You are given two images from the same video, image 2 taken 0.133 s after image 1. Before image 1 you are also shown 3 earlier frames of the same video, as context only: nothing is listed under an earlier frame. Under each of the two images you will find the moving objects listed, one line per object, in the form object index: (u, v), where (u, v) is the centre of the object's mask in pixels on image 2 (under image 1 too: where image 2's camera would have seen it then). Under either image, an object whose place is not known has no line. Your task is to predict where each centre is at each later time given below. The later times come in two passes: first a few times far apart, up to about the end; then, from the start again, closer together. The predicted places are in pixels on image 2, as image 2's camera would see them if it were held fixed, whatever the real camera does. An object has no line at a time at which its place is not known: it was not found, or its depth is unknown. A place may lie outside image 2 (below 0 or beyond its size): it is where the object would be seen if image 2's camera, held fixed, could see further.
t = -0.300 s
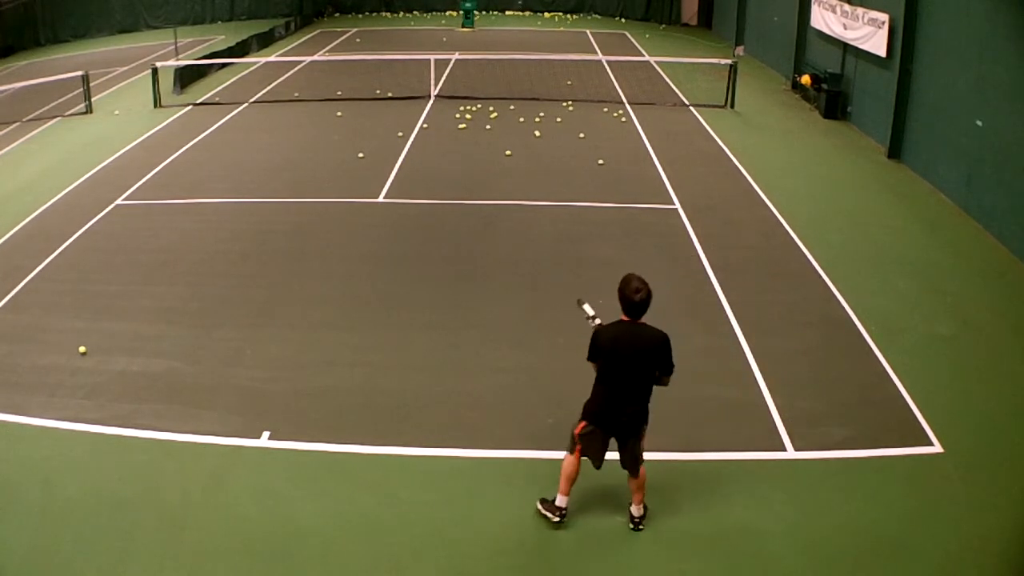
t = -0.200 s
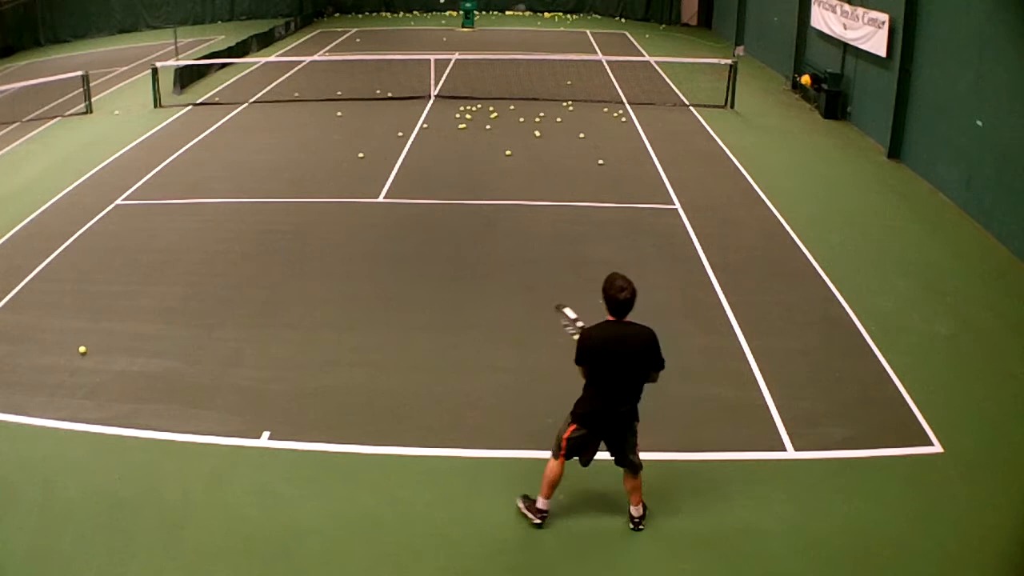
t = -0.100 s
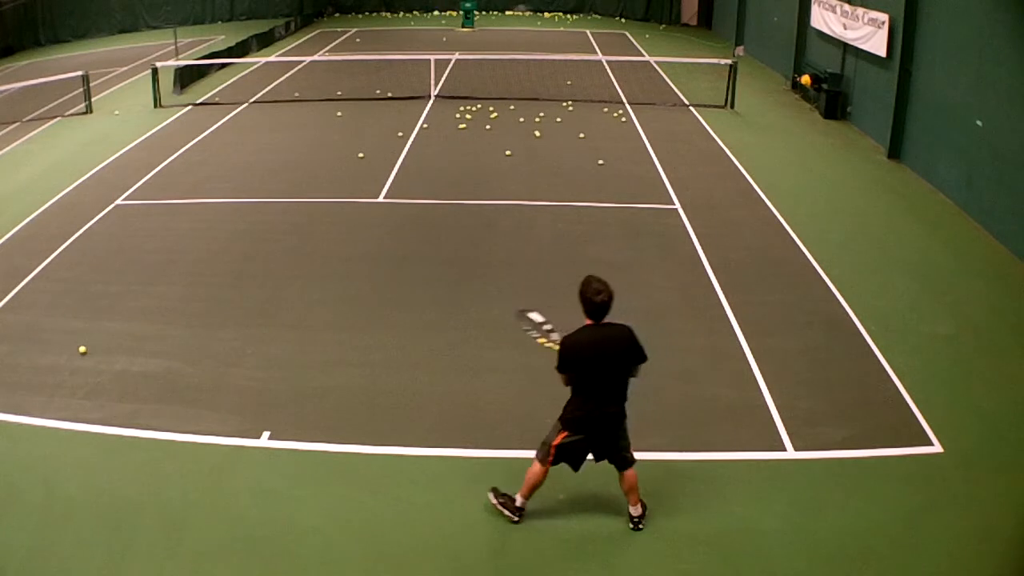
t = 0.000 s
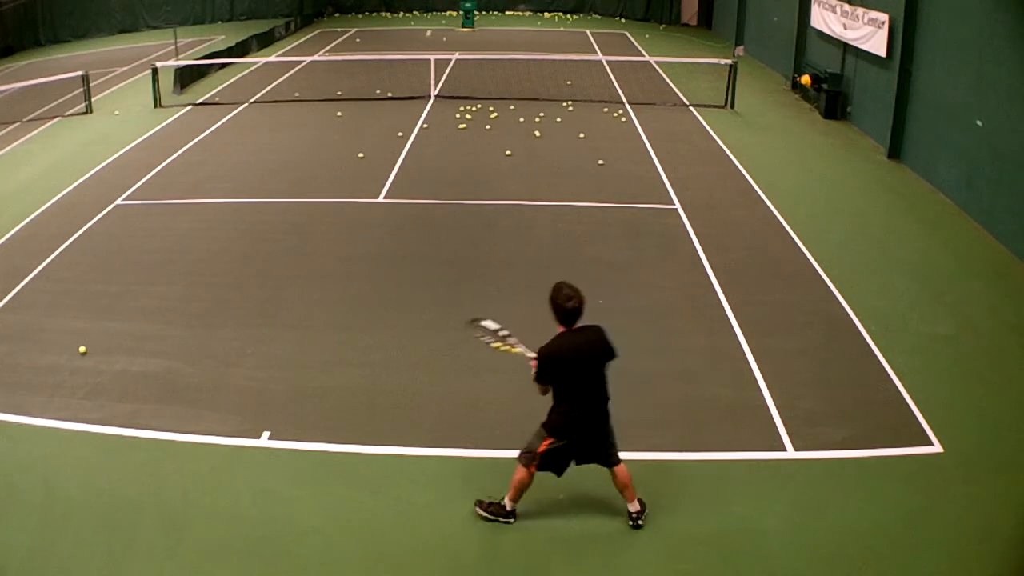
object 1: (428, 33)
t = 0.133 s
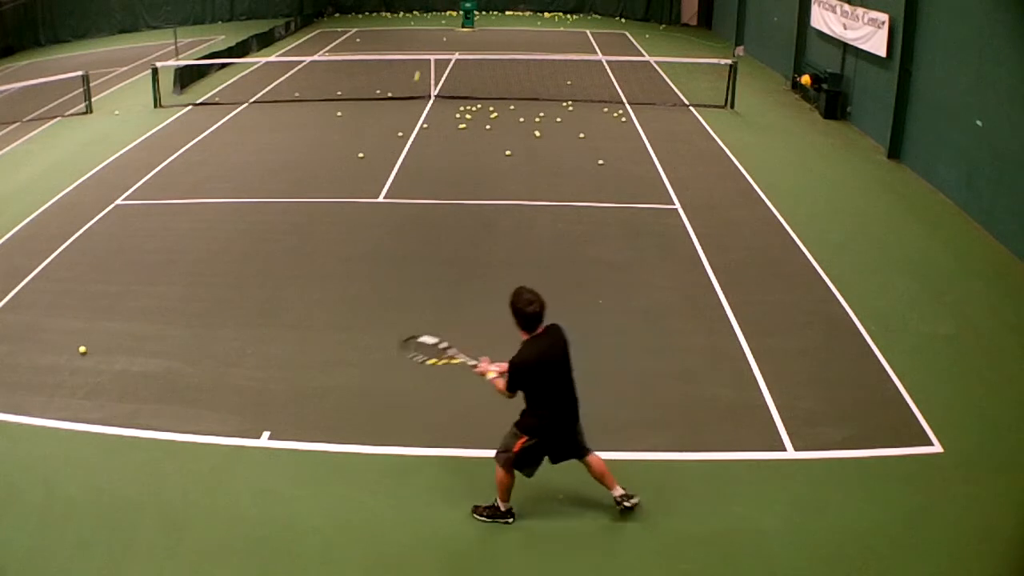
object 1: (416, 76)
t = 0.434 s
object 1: (381, 237)
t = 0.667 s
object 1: (353, 230)
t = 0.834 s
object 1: (329, 264)
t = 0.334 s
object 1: (393, 191)
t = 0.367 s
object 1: (389, 217)
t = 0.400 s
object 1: (385, 241)
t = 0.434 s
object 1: (381, 237)
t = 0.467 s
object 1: (377, 233)
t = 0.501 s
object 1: (374, 230)
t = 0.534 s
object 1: (370, 228)
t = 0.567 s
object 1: (366, 227)
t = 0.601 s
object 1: (362, 227)
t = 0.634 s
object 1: (358, 228)
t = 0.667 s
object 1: (353, 230)
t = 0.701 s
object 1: (349, 233)
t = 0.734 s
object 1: (344, 239)
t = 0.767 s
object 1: (339, 245)
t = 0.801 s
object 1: (334, 253)
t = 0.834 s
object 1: (329, 264)
